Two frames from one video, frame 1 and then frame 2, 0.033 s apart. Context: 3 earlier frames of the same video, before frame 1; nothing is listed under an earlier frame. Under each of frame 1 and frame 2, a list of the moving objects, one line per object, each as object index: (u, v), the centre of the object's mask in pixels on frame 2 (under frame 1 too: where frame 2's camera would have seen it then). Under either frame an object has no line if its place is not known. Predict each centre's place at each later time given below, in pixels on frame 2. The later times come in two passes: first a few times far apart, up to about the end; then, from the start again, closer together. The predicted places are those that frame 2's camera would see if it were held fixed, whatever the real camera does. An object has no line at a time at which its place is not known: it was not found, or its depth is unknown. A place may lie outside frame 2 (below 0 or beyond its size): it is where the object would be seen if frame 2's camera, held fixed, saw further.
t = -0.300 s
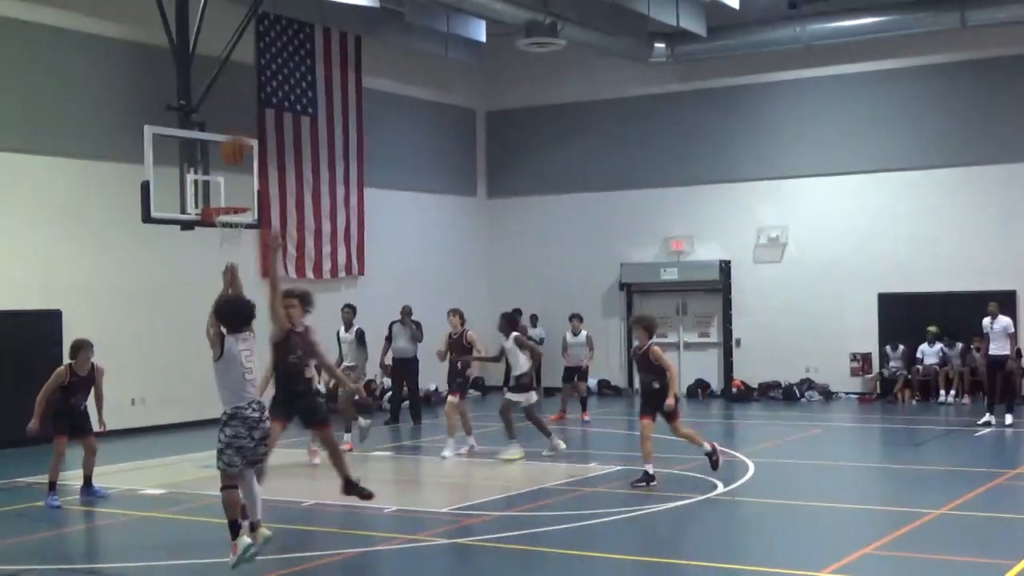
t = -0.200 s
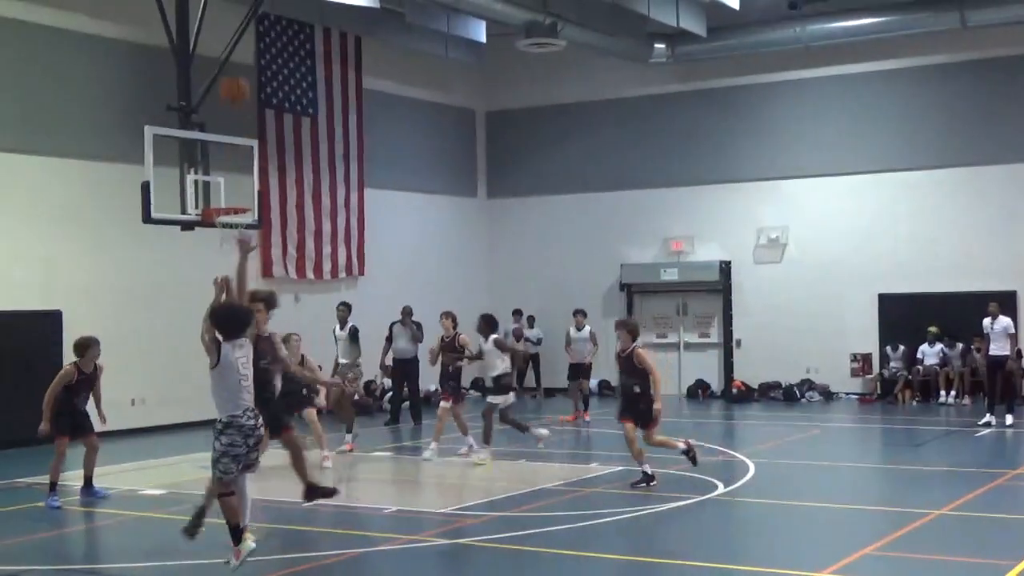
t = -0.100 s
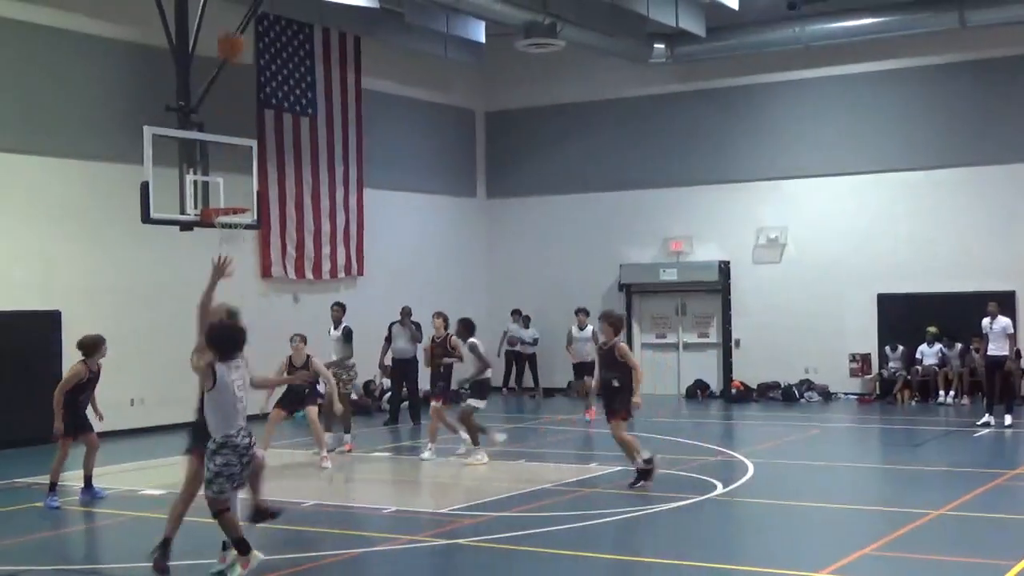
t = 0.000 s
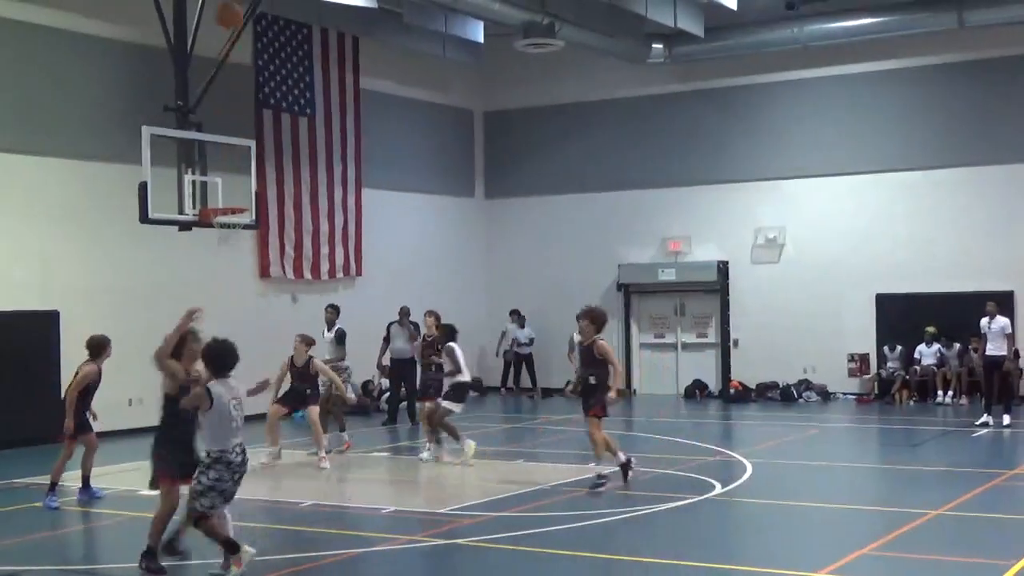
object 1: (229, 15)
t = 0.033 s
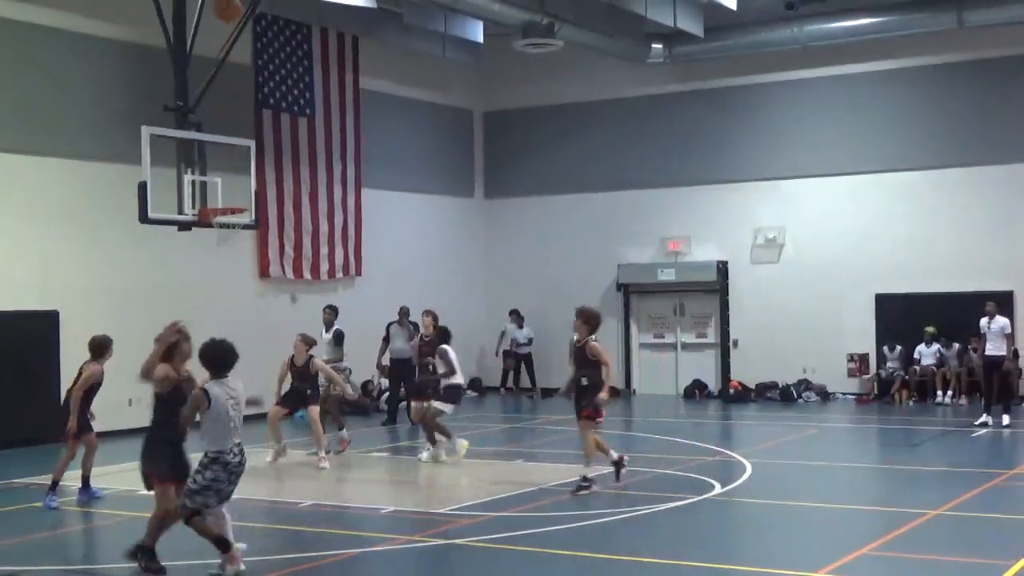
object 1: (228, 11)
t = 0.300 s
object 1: (228, 5)
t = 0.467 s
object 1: (226, 29)
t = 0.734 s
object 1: (225, 118)
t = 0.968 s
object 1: (226, 228)
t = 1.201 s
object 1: (231, 228)
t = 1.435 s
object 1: (238, 265)
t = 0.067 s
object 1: (227, 7)
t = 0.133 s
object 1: (228, 6)
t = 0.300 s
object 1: (228, 5)
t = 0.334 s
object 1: (227, 7)
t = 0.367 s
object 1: (226, 9)
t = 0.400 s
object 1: (226, 14)
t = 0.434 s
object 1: (226, 22)
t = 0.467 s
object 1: (226, 29)
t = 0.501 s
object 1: (226, 39)
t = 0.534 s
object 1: (226, 47)
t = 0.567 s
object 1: (227, 56)
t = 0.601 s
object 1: (226, 68)
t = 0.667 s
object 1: (226, 92)
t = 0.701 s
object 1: (225, 106)
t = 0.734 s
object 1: (225, 118)
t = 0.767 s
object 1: (225, 133)
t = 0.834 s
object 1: (224, 165)
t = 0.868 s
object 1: (224, 181)
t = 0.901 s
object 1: (225, 199)
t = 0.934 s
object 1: (226, 216)
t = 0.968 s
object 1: (226, 228)
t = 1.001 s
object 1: (227, 230)
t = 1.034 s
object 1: (227, 229)
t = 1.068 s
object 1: (228, 227)
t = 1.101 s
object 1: (229, 226)
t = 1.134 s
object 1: (230, 226)
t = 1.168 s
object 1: (231, 226)
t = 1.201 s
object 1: (231, 228)
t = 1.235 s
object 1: (232, 229)
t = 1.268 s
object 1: (233, 233)
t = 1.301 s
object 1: (234, 238)
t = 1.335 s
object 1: (235, 243)
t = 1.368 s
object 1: (236, 249)
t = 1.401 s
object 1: (237, 257)
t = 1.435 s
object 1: (238, 265)
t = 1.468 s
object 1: (239, 273)
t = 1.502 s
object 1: (240, 283)
